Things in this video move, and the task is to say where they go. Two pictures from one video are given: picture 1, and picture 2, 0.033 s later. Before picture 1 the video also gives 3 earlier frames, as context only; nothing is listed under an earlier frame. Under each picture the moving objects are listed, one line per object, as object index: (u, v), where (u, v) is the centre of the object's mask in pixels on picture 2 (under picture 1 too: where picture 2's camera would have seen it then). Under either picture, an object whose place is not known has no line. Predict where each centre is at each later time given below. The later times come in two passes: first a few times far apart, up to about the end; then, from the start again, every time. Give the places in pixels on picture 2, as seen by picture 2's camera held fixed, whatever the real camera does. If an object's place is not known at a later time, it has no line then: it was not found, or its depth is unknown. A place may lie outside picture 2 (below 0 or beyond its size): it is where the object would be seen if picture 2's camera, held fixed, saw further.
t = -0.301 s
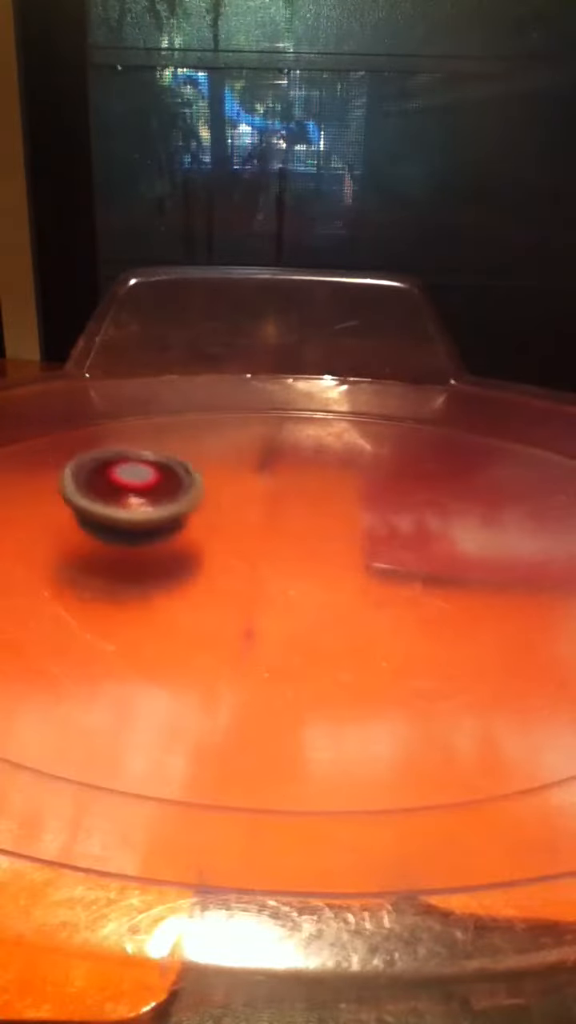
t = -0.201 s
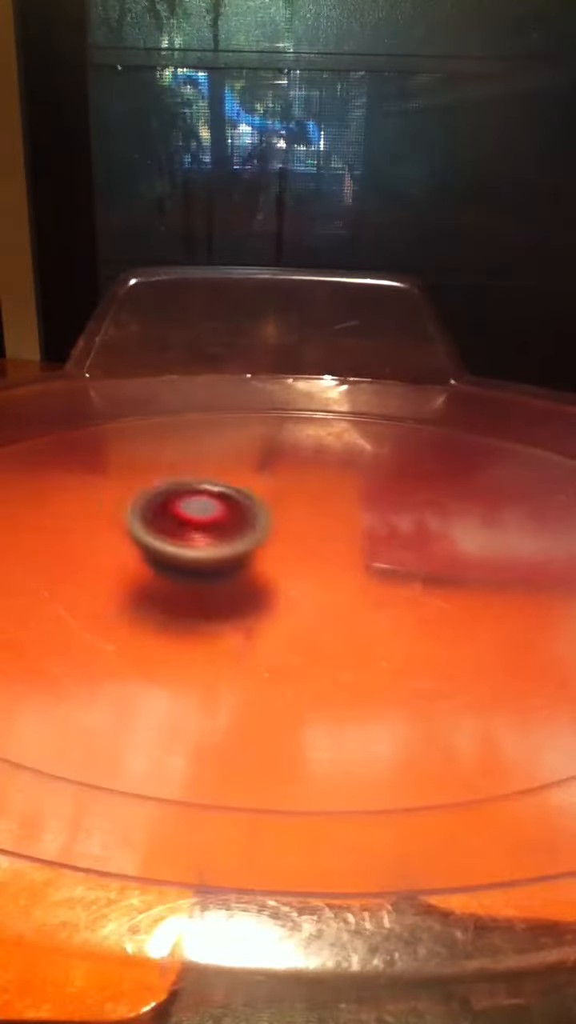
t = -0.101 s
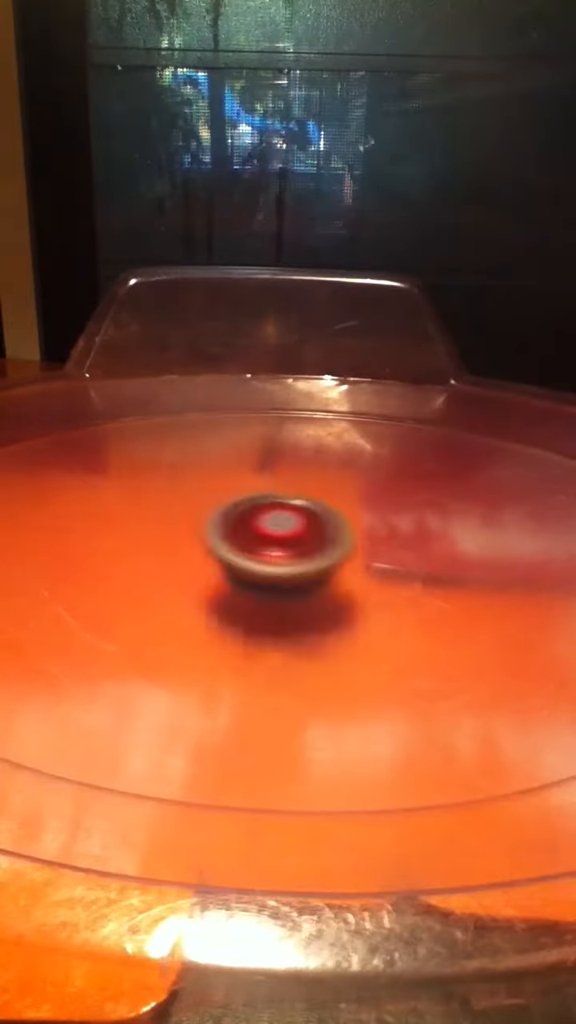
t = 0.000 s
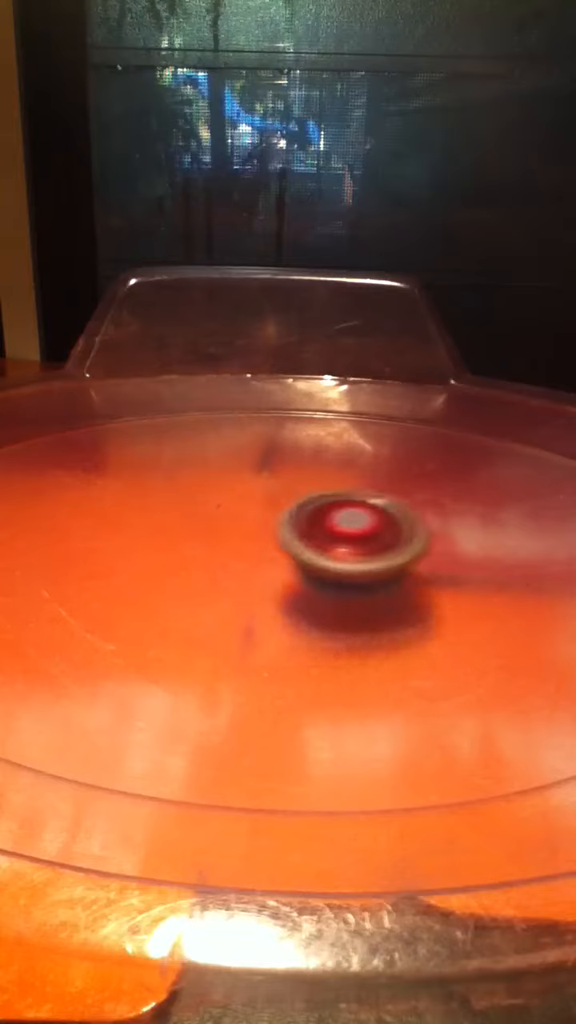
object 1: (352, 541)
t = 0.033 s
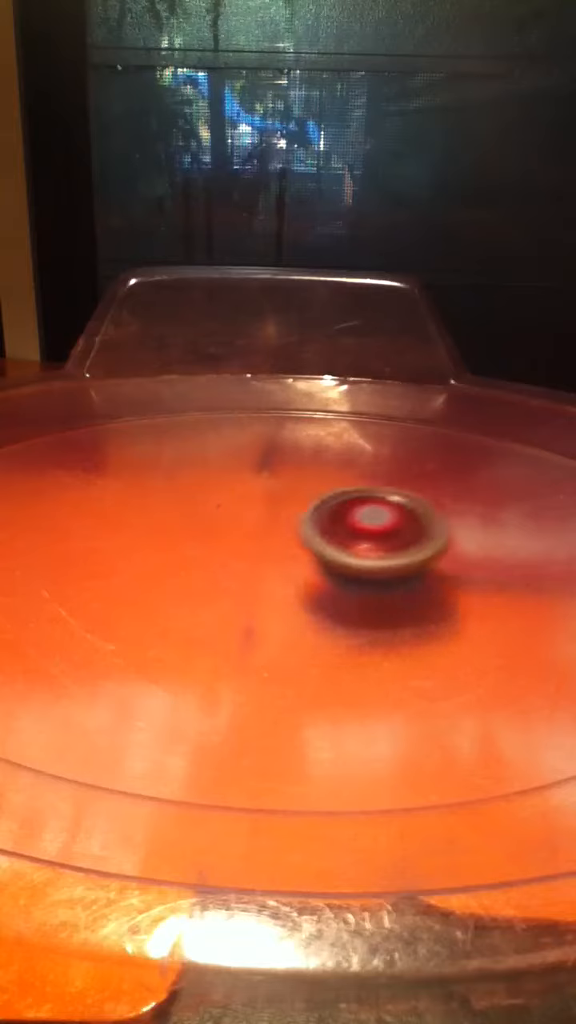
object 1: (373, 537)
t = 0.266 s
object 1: (471, 496)
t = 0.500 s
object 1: (431, 460)
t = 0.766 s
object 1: (306, 523)
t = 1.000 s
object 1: (345, 588)
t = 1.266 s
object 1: (474, 606)
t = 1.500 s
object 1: (443, 560)
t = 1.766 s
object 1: (236, 551)
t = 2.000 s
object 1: (121, 572)
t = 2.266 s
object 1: (189, 608)
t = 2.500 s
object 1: (283, 555)
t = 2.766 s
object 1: (225, 489)
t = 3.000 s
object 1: (141, 471)
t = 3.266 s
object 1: (210, 527)
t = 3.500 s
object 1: (356, 519)
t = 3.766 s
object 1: (400, 471)
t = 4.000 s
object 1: (310, 478)
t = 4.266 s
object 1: (327, 555)
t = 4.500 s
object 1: (443, 581)
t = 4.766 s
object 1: (478, 541)
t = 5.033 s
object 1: (281, 544)
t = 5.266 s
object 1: (183, 579)
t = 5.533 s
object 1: (239, 617)
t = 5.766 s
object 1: (310, 565)
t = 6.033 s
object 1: (221, 503)
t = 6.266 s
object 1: (129, 491)
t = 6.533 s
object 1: (200, 540)
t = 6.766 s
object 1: (336, 526)
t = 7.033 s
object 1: (379, 481)
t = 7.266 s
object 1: (306, 476)
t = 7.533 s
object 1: (306, 543)
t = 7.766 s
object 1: (398, 574)
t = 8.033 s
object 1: (467, 551)
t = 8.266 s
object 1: (330, 536)
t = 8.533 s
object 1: (209, 567)
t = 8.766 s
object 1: (209, 601)
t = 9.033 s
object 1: (309, 572)
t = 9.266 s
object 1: (267, 518)
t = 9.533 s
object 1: (178, 491)
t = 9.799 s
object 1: (195, 532)
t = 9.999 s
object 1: (308, 538)
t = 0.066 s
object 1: (394, 531)
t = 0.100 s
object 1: (412, 527)
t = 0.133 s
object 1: (428, 522)
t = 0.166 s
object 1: (442, 516)
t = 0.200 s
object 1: (455, 510)
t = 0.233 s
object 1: (464, 503)
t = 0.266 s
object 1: (471, 496)
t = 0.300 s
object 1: (476, 489)
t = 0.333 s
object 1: (477, 482)
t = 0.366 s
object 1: (475, 476)
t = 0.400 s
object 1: (469, 470)
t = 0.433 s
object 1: (459, 465)
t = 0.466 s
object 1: (447, 461)
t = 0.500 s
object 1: (431, 460)
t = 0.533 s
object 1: (411, 460)
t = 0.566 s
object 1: (390, 463)
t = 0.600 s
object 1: (370, 470)
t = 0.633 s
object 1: (351, 480)
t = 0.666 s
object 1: (334, 490)
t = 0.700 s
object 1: (321, 502)
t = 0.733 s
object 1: (311, 512)
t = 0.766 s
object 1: (306, 523)
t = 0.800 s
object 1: (304, 534)
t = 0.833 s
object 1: (305, 545)
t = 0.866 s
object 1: (308, 555)
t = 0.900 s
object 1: (314, 565)
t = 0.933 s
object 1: (323, 573)
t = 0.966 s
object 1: (333, 580)
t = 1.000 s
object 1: (345, 588)
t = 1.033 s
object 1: (359, 594)
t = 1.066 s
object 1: (375, 599)
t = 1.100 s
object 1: (390, 603)
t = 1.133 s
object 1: (407, 607)
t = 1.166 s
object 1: (423, 609)
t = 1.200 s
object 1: (441, 610)
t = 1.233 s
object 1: (457, 609)
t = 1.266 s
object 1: (474, 606)
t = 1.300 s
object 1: (486, 602)
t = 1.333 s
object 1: (495, 596)
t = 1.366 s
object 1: (497, 589)
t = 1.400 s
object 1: (494, 581)
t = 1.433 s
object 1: (484, 573)
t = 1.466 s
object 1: (465, 566)
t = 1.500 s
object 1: (443, 560)
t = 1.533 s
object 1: (418, 555)
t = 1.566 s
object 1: (391, 552)
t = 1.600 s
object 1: (363, 550)
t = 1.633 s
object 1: (335, 549)
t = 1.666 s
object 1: (308, 548)
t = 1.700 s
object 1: (282, 548)
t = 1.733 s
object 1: (259, 550)
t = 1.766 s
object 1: (236, 551)
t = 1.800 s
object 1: (215, 552)
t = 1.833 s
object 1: (195, 555)
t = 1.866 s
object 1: (177, 557)
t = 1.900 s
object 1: (160, 560)
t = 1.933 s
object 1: (145, 564)
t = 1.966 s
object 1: (132, 568)
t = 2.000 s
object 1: (121, 572)
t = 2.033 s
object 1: (114, 577)
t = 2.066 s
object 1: (110, 582)
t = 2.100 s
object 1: (109, 588)
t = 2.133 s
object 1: (115, 594)
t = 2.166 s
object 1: (127, 600)
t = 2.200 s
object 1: (145, 605)
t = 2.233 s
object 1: (165, 607)
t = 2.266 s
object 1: (189, 608)
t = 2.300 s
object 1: (212, 606)
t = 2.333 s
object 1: (233, 601)
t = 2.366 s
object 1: (252, 594)
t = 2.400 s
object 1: (265, 586)
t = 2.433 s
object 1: (276, 576)
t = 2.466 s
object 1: (281, 566)
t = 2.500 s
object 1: (283, 555)
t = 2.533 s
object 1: (281, 545)
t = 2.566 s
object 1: (277, 536)
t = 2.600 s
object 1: (272, 526)
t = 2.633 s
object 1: (264, 517)
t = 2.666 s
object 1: (255, 510)
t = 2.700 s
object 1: (246, 502)
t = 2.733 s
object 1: (235, 495)
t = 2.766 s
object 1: (225, 489)
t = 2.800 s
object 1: (214, 484)
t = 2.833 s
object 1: (202, 479)
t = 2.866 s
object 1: (190, 474)
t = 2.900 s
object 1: (178, 471)
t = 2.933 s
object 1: (165, 469)
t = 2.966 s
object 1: (153, 469)
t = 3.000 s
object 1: (141, 471)
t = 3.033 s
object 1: (132, 474)
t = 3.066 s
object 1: (127, 481)
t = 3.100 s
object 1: (128, 489)
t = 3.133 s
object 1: (135, 498)
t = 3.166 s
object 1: (147, 507)
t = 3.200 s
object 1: (166, 516)
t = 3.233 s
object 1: (187, 522)
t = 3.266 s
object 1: (210, 527)
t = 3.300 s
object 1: (234, 531)
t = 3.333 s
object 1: (259, 533)
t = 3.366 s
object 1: (282, 533)
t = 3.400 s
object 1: (304, 531)
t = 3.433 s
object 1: (322, 528)
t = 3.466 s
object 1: (340, 523)
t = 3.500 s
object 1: (356, 519)
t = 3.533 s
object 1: (370, 514)
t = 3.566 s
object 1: (381, 508)
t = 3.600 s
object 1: (390, 502)
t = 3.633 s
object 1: (397, 495)
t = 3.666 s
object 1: (402, 490)
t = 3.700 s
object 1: (404, 483)
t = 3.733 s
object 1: (404, 478)
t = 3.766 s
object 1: (400, 471)
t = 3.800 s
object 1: (393, 467)
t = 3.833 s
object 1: (382, 464)
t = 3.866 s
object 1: (369, 461)
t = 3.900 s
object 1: (353, 462)
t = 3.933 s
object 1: (336, 465)
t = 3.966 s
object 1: (321, 470)
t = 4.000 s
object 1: (310, 478)
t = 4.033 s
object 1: (300, 488)
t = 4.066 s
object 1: (295, 499)
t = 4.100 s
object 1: (293, 509)
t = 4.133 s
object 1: (294, 519)
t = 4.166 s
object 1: (298, 530)
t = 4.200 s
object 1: (306, 539)
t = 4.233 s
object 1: (315, 547)
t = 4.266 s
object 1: (327, 555)
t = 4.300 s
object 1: (341, 562)
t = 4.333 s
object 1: (356, 568)
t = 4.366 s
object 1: (372, 573)
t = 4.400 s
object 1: (390, 577)
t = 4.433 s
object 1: (407, 579)
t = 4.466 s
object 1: (425, 581)
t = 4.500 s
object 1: (443, 581)
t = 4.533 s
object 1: (461, 580)
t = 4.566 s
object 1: (477, 577)
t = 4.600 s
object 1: (490, 573)
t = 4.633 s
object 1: (497, 568)
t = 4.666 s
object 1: (501, 562)
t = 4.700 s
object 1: (500, 556)
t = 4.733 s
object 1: (493, 548)
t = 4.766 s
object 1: (478, 541)
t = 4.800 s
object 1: (458, 536)
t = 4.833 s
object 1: (432, 533)
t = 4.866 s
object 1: (406, 532)
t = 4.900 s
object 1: (378, 532)
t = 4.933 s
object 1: (353, 535)
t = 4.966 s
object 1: (326, 536)
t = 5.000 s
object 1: (303, 540)
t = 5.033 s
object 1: (281, 544)
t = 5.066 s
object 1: (262, 548)
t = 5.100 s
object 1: (245, 553)
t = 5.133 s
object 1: (229, 557)
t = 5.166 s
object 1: (215, 563)
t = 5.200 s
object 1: (202, 568)
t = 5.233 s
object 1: (191, 573)
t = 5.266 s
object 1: (183, 579)
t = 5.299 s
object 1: (176, 585)
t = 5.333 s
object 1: (173, 591)
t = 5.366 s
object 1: (174, 597)
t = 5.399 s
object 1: (178, 602)
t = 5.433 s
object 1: (186, 608)
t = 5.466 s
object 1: (200, 613)
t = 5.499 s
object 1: (217, 616)
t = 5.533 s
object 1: (239, 617)
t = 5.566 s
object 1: (261, 615)
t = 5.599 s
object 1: (279, 611)
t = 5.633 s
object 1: (295, 604)
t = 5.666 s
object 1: (307, 596)
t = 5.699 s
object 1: (312, 585)
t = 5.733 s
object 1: (313, 575)
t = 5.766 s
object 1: (310, 565)
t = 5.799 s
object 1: (304, 555)
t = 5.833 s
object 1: (296, 546)
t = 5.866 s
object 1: (285, 537)
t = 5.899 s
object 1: (273, 529)
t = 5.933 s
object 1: (261, 521)
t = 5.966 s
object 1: (248, 515)
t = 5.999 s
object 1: (235, 509)
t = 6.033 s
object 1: (221, 503)
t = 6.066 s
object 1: (208, 499)
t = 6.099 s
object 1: (194, 495)
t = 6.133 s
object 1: (181, 492)
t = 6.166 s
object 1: (167, 490)
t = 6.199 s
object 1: (153, 488)
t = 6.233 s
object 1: (141, 489)
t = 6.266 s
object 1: (129, 491)
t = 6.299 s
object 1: (121, 495)
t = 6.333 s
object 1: (117, 500)
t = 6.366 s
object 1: (118, 508)
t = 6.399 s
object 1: (126, 516)
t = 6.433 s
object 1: (139, 524)
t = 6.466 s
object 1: (156, 531)
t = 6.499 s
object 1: (177, 536)
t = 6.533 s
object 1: (200, 540)
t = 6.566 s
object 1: (224, 542)
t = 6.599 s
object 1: (247, 543)
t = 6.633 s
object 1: (270, 542)
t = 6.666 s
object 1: (290, 539)
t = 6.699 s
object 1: (308, 536)
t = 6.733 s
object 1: (322, 532)
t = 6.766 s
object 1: (336, 526)
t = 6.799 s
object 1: (349, 520)
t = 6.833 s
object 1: (359, 514)
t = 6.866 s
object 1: (368, 509)
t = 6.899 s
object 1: (374, 502)
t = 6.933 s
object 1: (378, 496)
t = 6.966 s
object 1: (381, 492)
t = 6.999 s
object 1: (381, 486)
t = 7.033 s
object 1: (379, 481)
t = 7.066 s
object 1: (374, 476)
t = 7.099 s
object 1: (367, 473)
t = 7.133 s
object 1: (357, 469)
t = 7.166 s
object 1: (345, 468)
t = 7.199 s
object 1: (332, 469)
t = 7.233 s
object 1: (318, 471)
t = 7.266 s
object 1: (306, 476)
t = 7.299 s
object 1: (295, 483)
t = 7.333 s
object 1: (288, 492)
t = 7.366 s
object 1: (285, 500)
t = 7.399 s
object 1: (284, 509)
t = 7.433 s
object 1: (286, 519)
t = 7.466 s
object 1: (290, 527)
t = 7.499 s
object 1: (297, 535)
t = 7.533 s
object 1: (306, 543)
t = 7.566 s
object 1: (316, 550)
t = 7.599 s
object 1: (328, 556)
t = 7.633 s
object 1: (341, 561)
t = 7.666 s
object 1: (354, 566)
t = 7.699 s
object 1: (368, 570)
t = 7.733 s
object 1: (383, 573)
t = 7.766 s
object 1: (398, 574)
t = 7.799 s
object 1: (414, 575)
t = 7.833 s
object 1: (428, 575)
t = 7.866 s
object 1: (442, 574)
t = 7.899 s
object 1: (454, 571)
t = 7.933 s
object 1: (464, 567)
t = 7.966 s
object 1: (470, 562)
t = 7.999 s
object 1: (472, 557)
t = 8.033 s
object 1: (467, 551)
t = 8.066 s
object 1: (458, 545)
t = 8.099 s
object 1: (440, 539)
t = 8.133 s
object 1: (421, 537)
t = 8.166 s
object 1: (400, 535)
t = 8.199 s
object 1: (376, 535)
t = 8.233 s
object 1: (354, 536)
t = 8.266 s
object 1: (330, 536)
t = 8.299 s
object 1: (310, 539)
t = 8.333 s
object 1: (292, 542)
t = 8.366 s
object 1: (275, 546)
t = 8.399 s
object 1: (259, 550)
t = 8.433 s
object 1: (244, 554)
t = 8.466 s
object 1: (231, 558)
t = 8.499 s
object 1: (219, 562)
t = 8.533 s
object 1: (209, 567)
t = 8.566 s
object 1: (200, 571)
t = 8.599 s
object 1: (194, 576)
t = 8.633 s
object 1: (190, 581)
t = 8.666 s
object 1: (188, 587)
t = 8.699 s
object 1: (191, 592)
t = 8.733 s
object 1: (198, 596)
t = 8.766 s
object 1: (209, 601)
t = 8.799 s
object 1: (225, 604)
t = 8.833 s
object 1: (242, 604)
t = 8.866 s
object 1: (260, 603)
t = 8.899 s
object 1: (277, 600)
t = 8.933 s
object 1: (290, 595)
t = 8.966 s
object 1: (300, 589)
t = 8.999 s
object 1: (306, 581)
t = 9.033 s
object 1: (309, 572)
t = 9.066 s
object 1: (309, 564)
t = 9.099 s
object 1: (305, 555)
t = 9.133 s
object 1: (300, 547)
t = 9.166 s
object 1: (293, 539)
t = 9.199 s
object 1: (286, 532)
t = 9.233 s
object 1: (276, 525)
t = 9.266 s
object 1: (267, 518)
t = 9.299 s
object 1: (256, 513)
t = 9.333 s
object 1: (245, 508)
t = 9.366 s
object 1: (234, 503)
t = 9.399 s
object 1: (224, 499)
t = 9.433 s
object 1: (212, 496)
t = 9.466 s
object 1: (200, 493)
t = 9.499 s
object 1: (189, 492)
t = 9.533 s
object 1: (178, 491)
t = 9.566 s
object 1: (168, 492)
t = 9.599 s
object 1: (159, 495)
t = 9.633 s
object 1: (154, 499)
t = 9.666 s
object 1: (152, 504)
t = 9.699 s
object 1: (155, 511)
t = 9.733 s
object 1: (165, 518)
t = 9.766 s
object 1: (178, 525)
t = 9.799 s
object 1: (195, 532)
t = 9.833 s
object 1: (213, 535)
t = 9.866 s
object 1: (232, 539)
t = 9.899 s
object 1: (252, 541)
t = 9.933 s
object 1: (271, 541)
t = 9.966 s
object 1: (289, 540)
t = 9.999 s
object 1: (308, 538)
